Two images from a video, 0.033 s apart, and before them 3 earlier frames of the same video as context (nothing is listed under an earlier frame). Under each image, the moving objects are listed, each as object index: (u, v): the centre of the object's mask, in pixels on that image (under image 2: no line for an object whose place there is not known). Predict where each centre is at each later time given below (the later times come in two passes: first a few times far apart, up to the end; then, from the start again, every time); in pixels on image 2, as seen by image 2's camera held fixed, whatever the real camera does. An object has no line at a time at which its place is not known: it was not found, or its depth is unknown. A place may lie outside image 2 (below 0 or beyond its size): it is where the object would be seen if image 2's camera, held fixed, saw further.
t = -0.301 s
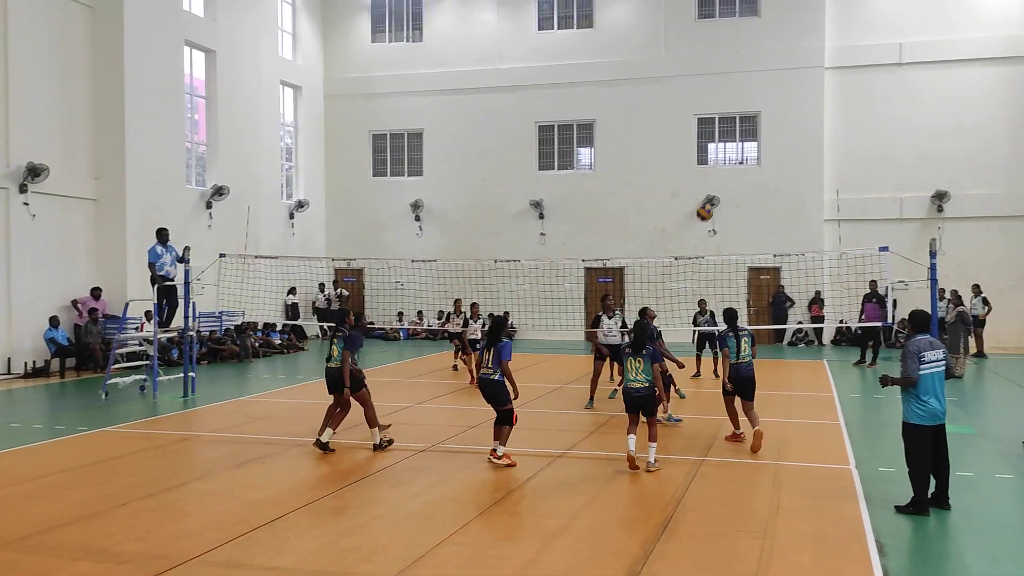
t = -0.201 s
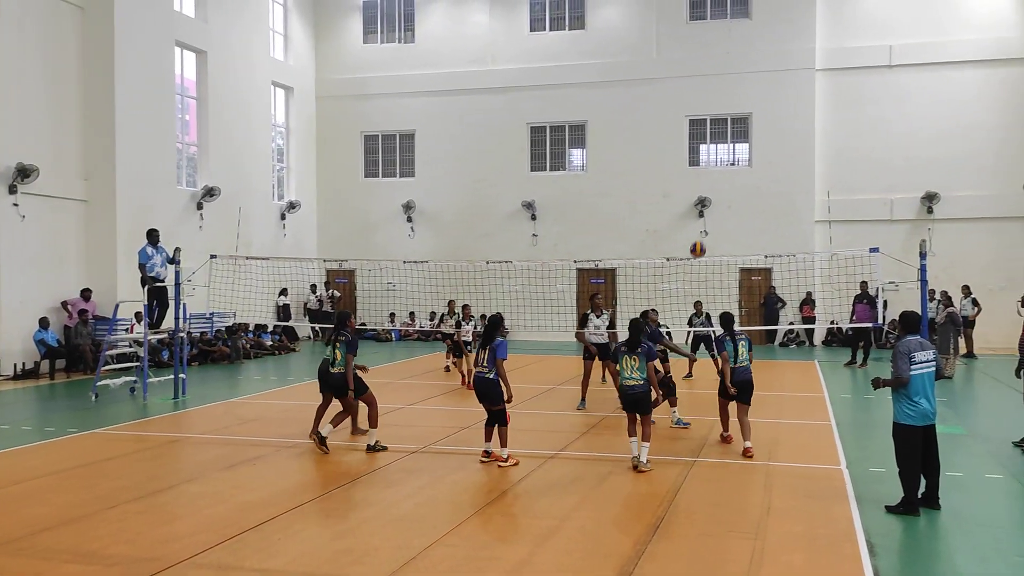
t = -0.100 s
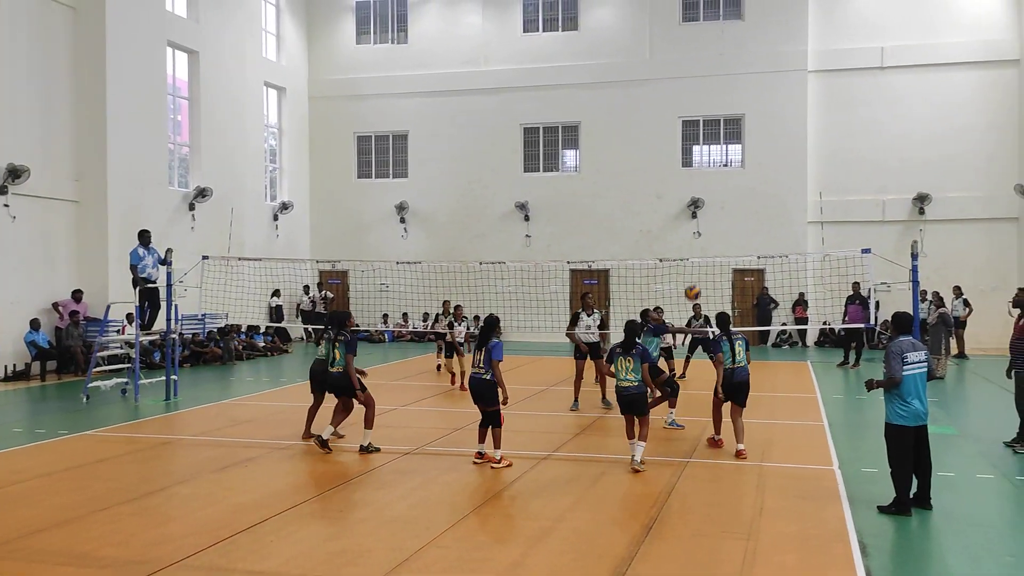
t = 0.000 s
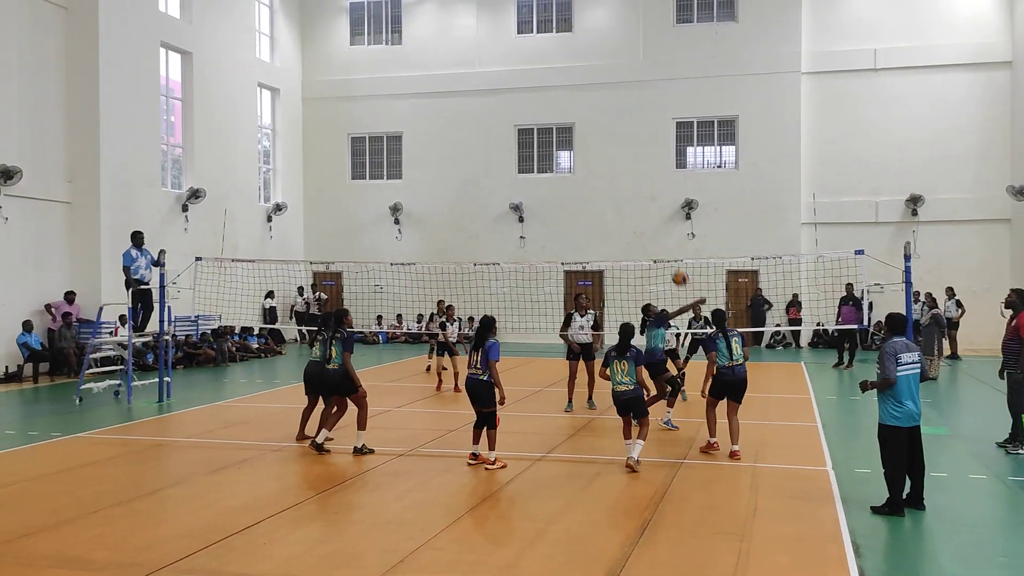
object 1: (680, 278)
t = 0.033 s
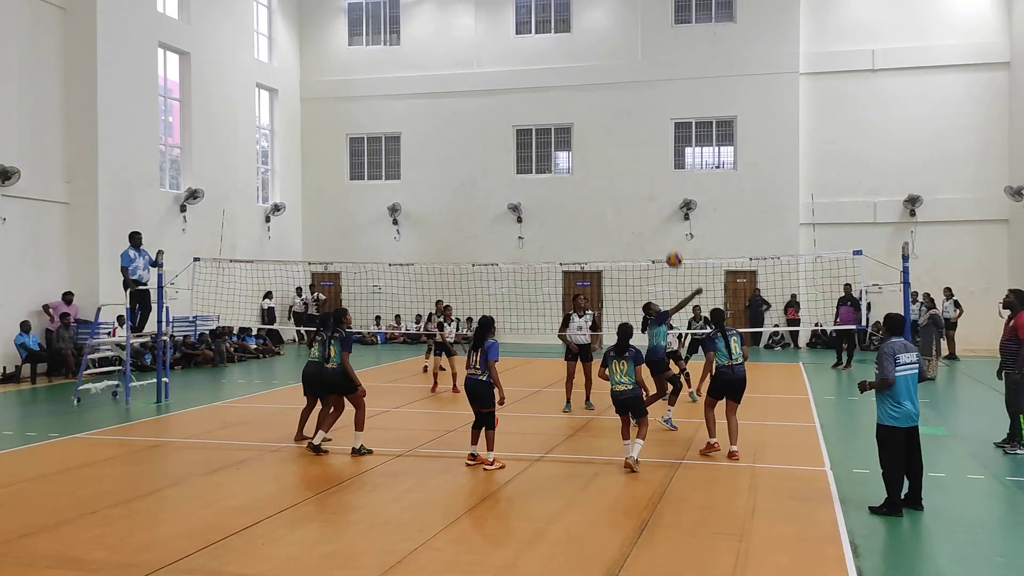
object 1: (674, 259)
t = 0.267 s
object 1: (644, 151)
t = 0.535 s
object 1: (609, 78)
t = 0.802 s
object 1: (575, 58)
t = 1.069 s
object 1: (541, 93)
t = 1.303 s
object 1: (512, 168)
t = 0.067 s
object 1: (670, 241)
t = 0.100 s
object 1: (666, 225)
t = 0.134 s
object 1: (661, 208)
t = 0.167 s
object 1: (657, 193)
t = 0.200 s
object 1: (653, 178)
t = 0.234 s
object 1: (648, 165)
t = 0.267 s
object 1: (644, 151)
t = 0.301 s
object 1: (640, 139)
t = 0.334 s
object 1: (636, 128)
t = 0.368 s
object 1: (631, 118)
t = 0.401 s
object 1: (627, 108)
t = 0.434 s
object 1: (623, 99)
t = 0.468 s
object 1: (618, 91)
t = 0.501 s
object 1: (614, 84)
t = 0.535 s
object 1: (609, 78)
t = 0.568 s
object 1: (605, 73)
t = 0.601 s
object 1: (601, 68)
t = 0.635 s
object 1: (597, 64)
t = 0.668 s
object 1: (592, 61)
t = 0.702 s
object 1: (588, 59)
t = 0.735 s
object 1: (584, 58)
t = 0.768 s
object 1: (579, 57)
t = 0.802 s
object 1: (575, 58)
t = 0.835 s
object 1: (571, 59)
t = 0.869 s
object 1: (567, 61)
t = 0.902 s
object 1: (562, 64)
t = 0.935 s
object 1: (558, 68)
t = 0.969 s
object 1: (553, 73)
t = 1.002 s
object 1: (549, 79)
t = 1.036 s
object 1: (545, 85)
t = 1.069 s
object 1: (541, 93)
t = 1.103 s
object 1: (537, 101)
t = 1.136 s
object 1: (532, 110)
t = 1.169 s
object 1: (528, 119)
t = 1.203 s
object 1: (524, 131)
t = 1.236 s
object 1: (520, 141)
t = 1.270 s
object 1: (516, 155)
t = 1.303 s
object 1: (512, 168)
